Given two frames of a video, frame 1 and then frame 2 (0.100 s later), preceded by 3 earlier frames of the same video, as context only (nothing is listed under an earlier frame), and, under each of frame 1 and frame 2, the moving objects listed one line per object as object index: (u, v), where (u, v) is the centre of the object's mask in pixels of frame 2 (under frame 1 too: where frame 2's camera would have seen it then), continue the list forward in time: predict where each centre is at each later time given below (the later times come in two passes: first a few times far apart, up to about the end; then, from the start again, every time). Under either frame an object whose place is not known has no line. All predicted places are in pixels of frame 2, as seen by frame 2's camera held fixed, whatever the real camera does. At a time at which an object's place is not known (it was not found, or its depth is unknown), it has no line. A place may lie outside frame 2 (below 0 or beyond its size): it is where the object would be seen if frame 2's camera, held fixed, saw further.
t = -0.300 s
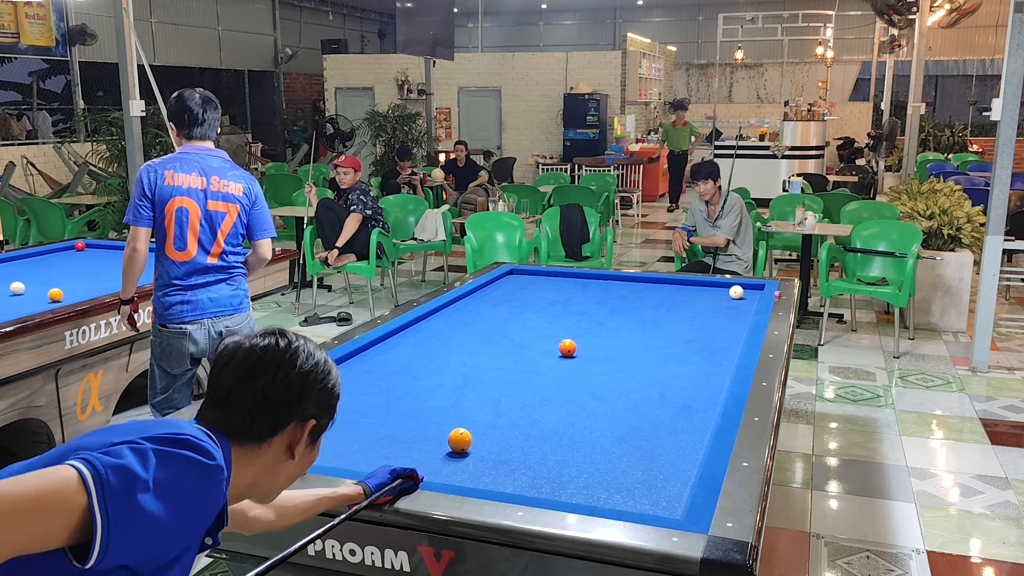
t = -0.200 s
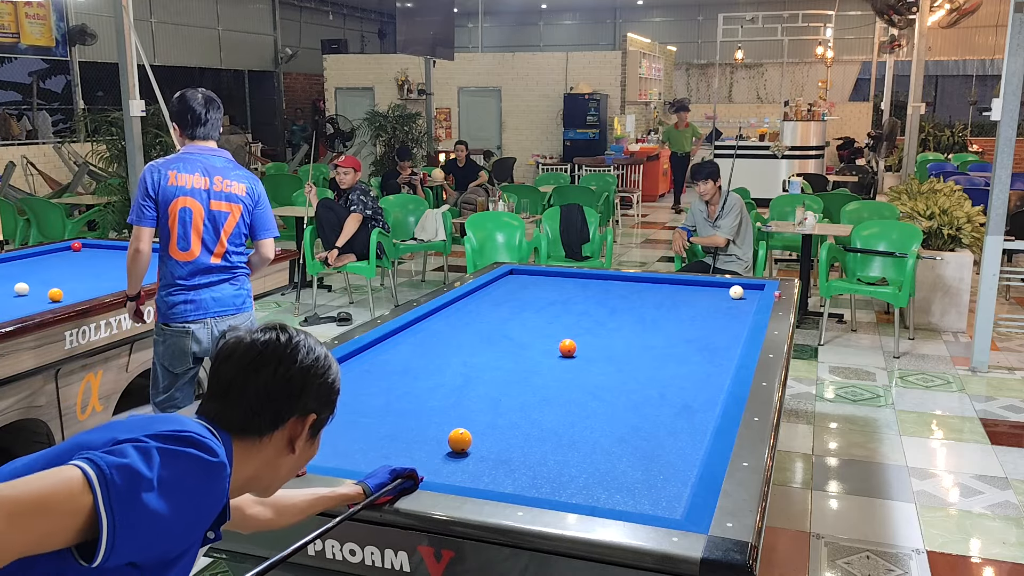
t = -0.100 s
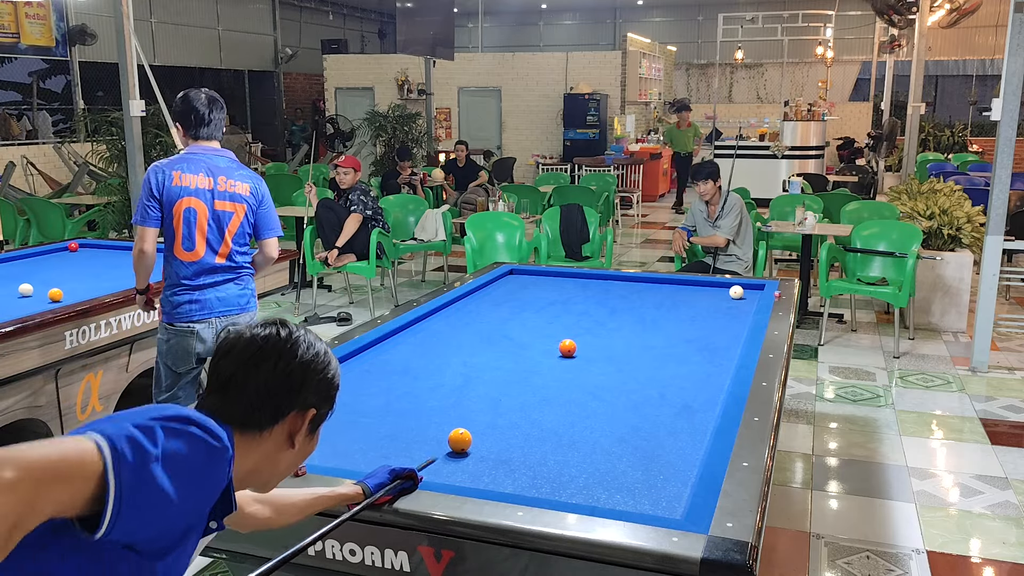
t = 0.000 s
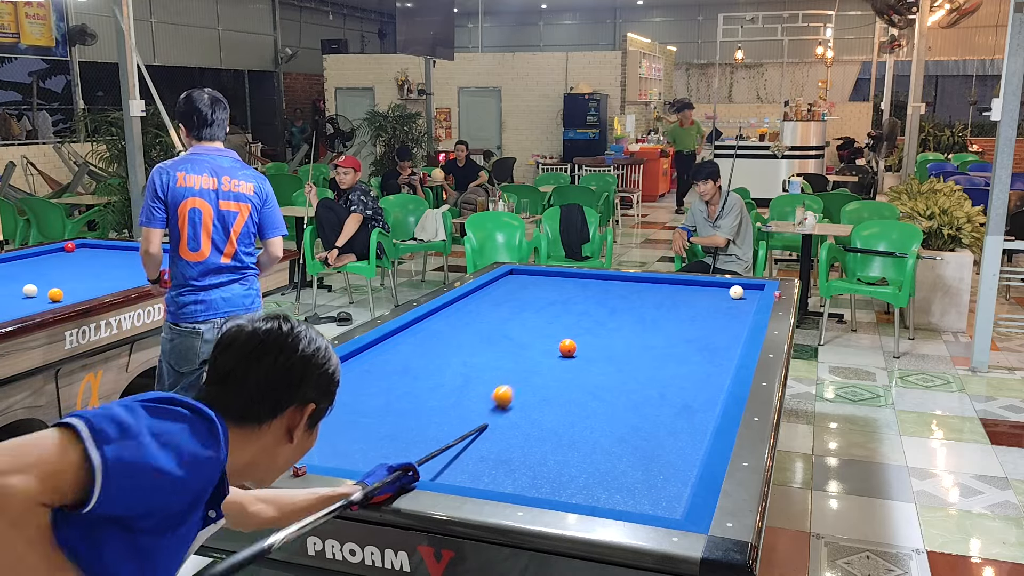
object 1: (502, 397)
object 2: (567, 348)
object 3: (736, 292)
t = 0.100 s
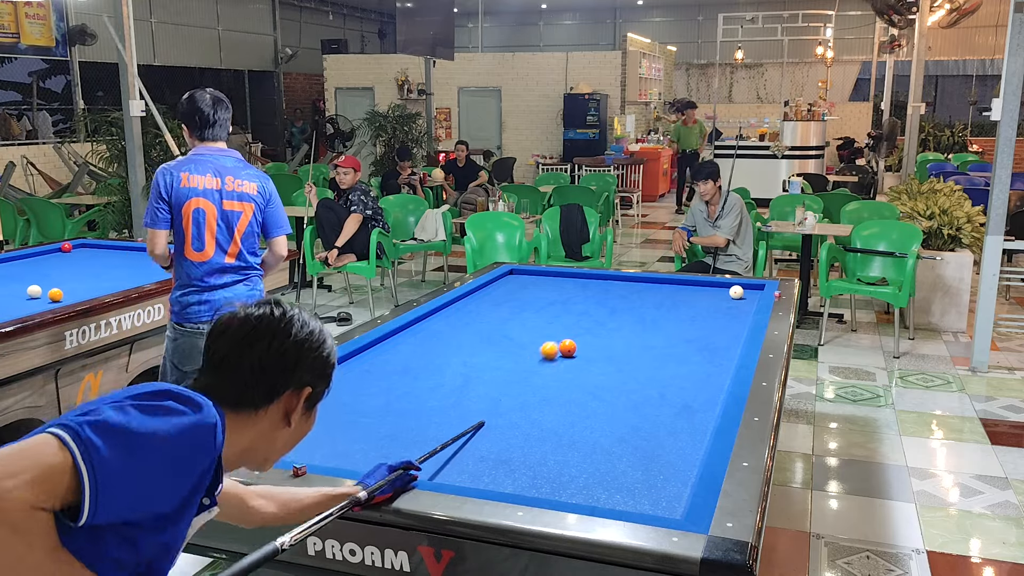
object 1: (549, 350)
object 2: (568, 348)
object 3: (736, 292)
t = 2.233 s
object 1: (337, 456)
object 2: (531, 287)
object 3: (736, 292)
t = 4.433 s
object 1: (641, 323)
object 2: (675, 367)
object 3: (736, 292)
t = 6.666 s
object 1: (753, 286)
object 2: (596, 434)
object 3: (694, 282)
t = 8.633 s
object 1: (742, 288)
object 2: (467, 479)
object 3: (660, 284)
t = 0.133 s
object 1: (541, 341)
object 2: (588, 346)
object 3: (736, 292)
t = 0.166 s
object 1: (531, 332)
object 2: (611, 343)
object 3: (736, 292)
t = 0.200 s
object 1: (522, 323)
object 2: (633, 341)
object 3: (736, 292)
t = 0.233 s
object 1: (514, 316)
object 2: (654, 339)
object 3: (736, 292)
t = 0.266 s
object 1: (507, 309)
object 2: (674, 338)
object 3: (736, 292)
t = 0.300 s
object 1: (501, 302)
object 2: (694, 336)
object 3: (736, 292)
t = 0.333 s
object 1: (495, 296)
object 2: (712, 334)
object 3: (736, 292)
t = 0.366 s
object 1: (491, 291)
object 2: (730, 332)
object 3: (736, 292)
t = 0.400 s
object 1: (487, 286)
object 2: (742, 331)
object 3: (736, 292)
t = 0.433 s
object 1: (499, 282)
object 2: (732, 328)
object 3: (736, 292)
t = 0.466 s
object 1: (514, 279)
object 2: (721, 325)
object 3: (736, 292)
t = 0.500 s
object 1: (529, 276)
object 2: (712, 323)
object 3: (736, 292)
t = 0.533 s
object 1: (542, 273)
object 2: (703, 320)
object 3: (736, 292)
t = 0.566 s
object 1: (552, 274)
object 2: (695, 318)
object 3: (736, 292)
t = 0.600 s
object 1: (558, 278)
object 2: (688, 316)
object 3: (736, 292)
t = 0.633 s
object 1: (565, 281)
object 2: (681, 314)
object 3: (736, 292)
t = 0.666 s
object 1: (572, 285)
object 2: (675, 312)
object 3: (736, 292)
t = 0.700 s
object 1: (580, 288)
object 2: (669, 310)
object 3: (736, 292)
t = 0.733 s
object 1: (587, 292)
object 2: (663, 308)
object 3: (736, 292)
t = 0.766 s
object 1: (596, 295)
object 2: (657, 306)
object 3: (736, 292)
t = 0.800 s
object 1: (604, 299)
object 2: (652, 304)
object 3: (736, 292)
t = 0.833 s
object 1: (612, 302)
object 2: (646, 302)
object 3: (736, 292)
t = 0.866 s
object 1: (621, 306)
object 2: (640, 301)
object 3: (736, 292)
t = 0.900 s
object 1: (631, 309)
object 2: (635, 298)
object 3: (736, 292)
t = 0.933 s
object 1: (640, 313)
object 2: (630, 297)
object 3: (736, 292)
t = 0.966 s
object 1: (650, 317)
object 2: (624, 296)
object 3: (736, 292)
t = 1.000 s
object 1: (660, 321)
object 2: (619, 294)
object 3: (736, 292)
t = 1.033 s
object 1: (670, 324)
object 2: (614, 292)
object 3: (736, 292)
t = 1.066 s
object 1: (681, 328)
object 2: (609, 291)
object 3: (736, 292)
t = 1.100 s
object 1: (692, 332)
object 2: (605, 289)
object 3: (736, 292)
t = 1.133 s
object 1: (704, 336)
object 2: (600, 288)
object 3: (736, 292)
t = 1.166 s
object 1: (716, 341)
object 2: (596, 286)
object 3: (736, 292)
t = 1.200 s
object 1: (729, 345)
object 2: (591, 285)
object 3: (736, 292)
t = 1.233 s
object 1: (733, 349)
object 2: (587, 283)
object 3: (736, 292)
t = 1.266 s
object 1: (720, 352)
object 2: (582, 282)
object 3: (736, 292)
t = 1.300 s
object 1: (708, 354)
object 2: (578, 280)
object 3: (736, 292)
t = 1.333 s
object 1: (696, 358)
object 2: (574, 279)
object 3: (736, 292)
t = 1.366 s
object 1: (685, 361)
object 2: (570, 278)
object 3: (736, 292)
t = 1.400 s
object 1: (674, 364)
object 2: (566, 276)
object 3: (736, 292)
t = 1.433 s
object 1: (664, 367)
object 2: (562, 275)
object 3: (736, 292)
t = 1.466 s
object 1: (653, 370)
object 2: (558, 274)
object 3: (736, 292)
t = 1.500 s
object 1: (642, 373)
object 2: (553, 273)
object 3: (736, 292)
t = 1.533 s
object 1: (631, 377)
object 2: (547, 273)
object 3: (736, 292)
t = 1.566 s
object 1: (620, 380)
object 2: (541, 273)
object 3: (736, 292)
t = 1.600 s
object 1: (609, 384)
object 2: (535, 273)
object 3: (736, 292)
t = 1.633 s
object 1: (597, 387)
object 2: (528, 274)
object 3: (736, 292)
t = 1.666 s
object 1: (584, 391)
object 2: (522, 274)
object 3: (736, 292)
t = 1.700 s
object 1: (572, 395)
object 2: (516, 274)
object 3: (736, 292)
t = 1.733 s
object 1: (559, 399)
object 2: (510, 274)
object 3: (736, 292)
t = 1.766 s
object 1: (546, 403)
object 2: (507, 275)
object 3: (736, 292)
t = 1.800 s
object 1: (532, 408)
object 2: (509, 276)
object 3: (736, 292)
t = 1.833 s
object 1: (519, 412)
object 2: (512, 277)
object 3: (736, 292)
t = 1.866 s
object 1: (505, 417)
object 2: (514, 278)
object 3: (736, 292)
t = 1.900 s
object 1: (490, 421)
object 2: (515, 278)
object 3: (736, 292)
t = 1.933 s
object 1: (475, 425)
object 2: (517, 279)
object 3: (736, 292)
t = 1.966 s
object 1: (460, 431)
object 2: (518, 280)
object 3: (736, 292)
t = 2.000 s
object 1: (444, 435)
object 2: (520, 281)
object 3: (736, 292)
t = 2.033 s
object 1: (427, 440)
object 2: (521, 282)
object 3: (736, 292)
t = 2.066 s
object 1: (410, 446)
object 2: (523, 283)
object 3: (736, 292)
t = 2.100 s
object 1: (393, 451)
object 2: (524, 284)
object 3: (736, 292)
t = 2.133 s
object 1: (375, 457)
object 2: (526, 285)
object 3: (736, 292)
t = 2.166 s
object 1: (356, 460)
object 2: (528, 285)
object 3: (736, 292)
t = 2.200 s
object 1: (342, 461)
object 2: (529, 286)
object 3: (736, 292)
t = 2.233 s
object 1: (337, 456)
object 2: (531, 287)
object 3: (736, 292)
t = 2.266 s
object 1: (333, 451)
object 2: (533, 288)
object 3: (736, 292)
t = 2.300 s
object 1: (330, 446)
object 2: (534, 289)
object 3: (736, 292)
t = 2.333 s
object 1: (325, 440)
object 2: (536, 290)
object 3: (736, 292)
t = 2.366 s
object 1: (321, 435)
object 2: (538, 291)
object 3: (736, 292)
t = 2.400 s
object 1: (316, 430)
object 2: (539, 292)
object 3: (736, 292)
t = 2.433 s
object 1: (311, 426)
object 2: (541, 293)
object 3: (736, 292)
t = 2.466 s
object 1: (306, 422)
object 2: (543, 294)
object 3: (736, 292)
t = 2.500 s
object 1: (301, 418)
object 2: (544, 295)
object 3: (736, 292)
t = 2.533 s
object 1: (296, 414)
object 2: (546, 296)
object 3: (736, 292)
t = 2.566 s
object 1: (291, 409)
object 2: (548, 297)
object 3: (736, 292)
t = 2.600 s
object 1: (286, 405)
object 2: (550, 298)
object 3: (736, 292)
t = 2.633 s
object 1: (282, 402)
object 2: (551, 299)
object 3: (736, 292)
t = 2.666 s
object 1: (278, 398)
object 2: (553, 300)
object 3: (736, 292)
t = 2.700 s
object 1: (282, 396)
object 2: (555, 301)
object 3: (736, 292)
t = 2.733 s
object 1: (293, 394)
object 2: (557, 302)
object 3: (736, 292)
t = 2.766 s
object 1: (304, 392)
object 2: (559, 303)
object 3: (736, 292)
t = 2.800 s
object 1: (314, 390)
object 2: (561, 304)
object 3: (736, 292)
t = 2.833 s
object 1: (323, 388)
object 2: (563, 305)
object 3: (736, 292)
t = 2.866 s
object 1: (333, 387)
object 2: (565, 306)
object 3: (736, 292)
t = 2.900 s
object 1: (341, 385)
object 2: (566, 307)
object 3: (736, 292)
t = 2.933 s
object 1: (350, 383)
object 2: (568, 308)
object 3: (736, 292)
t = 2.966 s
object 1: (359, 381)
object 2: (570, 309)
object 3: (736, 292)
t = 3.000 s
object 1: (367, 379)
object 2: (572, 310)
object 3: (736, 292)
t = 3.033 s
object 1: (376, 377)
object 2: (574, 311)
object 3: (736, 292)
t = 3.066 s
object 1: (384, 376)
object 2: (576, 312)
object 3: (736, 292)
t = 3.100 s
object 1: (392, 374)
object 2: (578, 314)
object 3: (736, 292)
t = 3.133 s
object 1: (400, 373)
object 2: (580, 315)
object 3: (736, 292)
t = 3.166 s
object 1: (408, 371)
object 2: (582, 316)
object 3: (736, 292)
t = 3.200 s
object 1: (416, 369)
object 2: (584, 317)
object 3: (736, 292)
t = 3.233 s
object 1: (424, 368)
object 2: (586, 318)
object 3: (736, 292)
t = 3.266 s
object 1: (431, 366)
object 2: (589, 319)
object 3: (736, 292)
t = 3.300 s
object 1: (439, 365)
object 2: (591, 321)
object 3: (736, 292)
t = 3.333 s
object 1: (446, 363)
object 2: (593, 322)
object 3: (736, 292)
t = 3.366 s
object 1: (453, 361)
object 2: (595, 323)
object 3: (736, 292)
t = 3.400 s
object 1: (460, 360)
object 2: (597, 324)
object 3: (736, 292)
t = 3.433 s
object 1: (467, 358)
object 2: (599, 325)
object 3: (736, 292)
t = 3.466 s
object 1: (474, 357)
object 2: (602, 326)
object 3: (736, 292)
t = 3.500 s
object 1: (481, 356)
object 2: (604, 327)
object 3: (736, 292)
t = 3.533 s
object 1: (488, 354)
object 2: (606, 329)
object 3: (736, 292)
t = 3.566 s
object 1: (494, 353)
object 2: (608, 330)
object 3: (736, 292)
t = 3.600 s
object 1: (501, 352)
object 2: (611, 331)
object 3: (736, 292)
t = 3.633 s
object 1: (507, 350)
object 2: (613, 333)
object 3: (736, 292)
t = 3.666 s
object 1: (513, 349)
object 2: (615, 334)
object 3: (736, 292)
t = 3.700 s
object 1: (520, 347)
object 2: (618, 335)
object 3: (736, 292)
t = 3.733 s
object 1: (526, 346)
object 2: (620, 336)
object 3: (736, 292)
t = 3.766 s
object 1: (532, 345)
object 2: (622, 338)
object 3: (736, 292)
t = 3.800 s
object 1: (539, 344)
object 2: (625, 339)
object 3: (736, 292)
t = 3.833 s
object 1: (545, 342)
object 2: (627, 340)
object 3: (736, 292)
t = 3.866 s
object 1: (550, 341)
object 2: (630, 342)
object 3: (736, 292)
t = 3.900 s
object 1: (556, 340)
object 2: (632, 343)
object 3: (736, 292)
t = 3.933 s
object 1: (562, 339)
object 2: (635, 344)
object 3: (736, 292)
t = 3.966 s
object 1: (568, 338)
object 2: (637, 346)
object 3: (736, 292)
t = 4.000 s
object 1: (574, 336)
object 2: (640, 347)
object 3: (736, 292)
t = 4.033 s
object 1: (579, 335)
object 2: (642, 349)
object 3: (736, 292)
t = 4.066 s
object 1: (585, 334)
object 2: (645, 350)
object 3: (736, 292)
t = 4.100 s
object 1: (590, 333)
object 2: (647, 352)
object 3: (736, 292)
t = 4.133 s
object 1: (595, 332)
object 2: (650, 353)
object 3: (736, 292)
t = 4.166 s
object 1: (601, 331)
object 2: (653, 355)
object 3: (736, 292)
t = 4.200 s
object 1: (606, 330)
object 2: (655, 356)
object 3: (736, 292)
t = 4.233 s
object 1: (611, 329)
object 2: (658, 357)
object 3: (736, 292)
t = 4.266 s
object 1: (616, 328)
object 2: (661, 359)
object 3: (736, 292)
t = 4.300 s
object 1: (621, 327)
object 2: (664, 360)
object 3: (736, 292)
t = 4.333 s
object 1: (626, 326)
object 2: (667, 362)
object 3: (736, 292)
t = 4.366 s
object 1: (631, 324)
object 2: (670, 363)
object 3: (736, 292)
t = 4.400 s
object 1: (636, 323)
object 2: (672, 365)
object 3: (736, 292)
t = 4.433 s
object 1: (641, 323)
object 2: (675, 367)
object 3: (736, 292)
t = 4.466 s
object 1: (646, 322)
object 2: (678, 368)
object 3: (736, 292)
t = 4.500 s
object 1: (651, 321)
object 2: (681, 370)
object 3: (736, 292)
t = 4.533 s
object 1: (655, 320)
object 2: (684, 371)
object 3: (736, 292)
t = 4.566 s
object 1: (660, 319)
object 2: (687, 373)
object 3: (736, 292)
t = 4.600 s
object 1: (665, 318)
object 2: (690, 375)
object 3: (736, 292)
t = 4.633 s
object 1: (669, 317)
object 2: (693, 376)
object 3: (736, 292)
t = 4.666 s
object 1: (674, 316)
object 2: (696, 378)
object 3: (736, 292)
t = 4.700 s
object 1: (678, 315)
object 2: (699, 380)
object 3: (736, 292)
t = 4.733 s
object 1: (683, 314)
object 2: (703, 381)
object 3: (736, 292)
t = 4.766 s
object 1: (687, 313)
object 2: (706, 383)
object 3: (736, 292)
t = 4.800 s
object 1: (692, 312)
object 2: (709, 385)
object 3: (736, 292)
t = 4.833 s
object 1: (696, 311)
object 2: (712, 387)
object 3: (736, 292)
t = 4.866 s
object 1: (700, 310)
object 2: (716, 388)
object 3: (736, 292)
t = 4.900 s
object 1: (704, 310)
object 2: (719, 390)
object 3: (736, 292)
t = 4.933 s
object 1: (708, 309)
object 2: (718, 391)
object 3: (736, 292)
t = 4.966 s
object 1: (713, 308)
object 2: (715, 392)
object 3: (736, 292)
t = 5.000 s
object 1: (717, 307)
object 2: (713, 393)
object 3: (736, 292)
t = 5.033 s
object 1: (721, 306)
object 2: (711, 394)
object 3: (736, 292)
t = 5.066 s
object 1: (725, 305)
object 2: (708, 394)
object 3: (736, 292)
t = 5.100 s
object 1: (729, 304)
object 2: (706, 395)
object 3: (736, 292)
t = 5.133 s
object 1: (733, 304)
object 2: (704, 396)
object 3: (736, 291)
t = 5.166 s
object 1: (737, 303)
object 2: (701, 397)
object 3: (736, 291)
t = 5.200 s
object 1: (741, 302)
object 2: (699, 398)
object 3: (736, 291)
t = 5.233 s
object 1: (744, 301)
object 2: (697, 399)
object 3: (736, 292)
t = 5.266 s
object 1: (748, 301)
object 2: (694, 400)
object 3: (736, 292)
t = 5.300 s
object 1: (752, 300)
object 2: (692, 400)
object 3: (736, 292)
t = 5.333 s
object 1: (754, 299)
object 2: (690, 401)
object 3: (736, 292)
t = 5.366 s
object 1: (752, 298)
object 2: (687, 402)
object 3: (736, 292)
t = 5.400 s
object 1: (750, 297)
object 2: (685, 403)
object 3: (736, 292)
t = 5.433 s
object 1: (749, 297)
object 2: (682, 404)
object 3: (736, 292)
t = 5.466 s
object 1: (748, 296)
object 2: (680, 404)
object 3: (736, 292)
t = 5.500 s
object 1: (747, 295)
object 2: (678, 406)
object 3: (735, 292)
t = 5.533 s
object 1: (747, 294)
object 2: (675, 406)
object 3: (734, 292)
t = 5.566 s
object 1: (748, 294)
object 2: (673, 407)
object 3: (733, 291)
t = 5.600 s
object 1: (749, 294)
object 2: (671, 408)
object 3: (731, 291)
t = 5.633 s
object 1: (749, 294)
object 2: (668, 408)
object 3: (730, 290)
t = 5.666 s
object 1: (750, 293)
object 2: (666, 409)
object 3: (728, 290)
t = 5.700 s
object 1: (751, 293)
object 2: (664, 410)
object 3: (727, 290)
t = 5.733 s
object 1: (751, 293)
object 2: (661, 411)
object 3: (726, 289)
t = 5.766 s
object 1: (752, 293)
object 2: (659, 412)
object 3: (724, 289)
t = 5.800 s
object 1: (753, 292)
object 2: (657, 413)
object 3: (723, 289)
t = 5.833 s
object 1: (753, 292)
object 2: (654, 413)
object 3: (722, 288)
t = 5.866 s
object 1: (754, 292)
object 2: (652, 414)
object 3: (721, 288)
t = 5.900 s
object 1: (754, 292)
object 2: (649, 415)
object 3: (719, 288)
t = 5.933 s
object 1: (755, 291)
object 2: (647, 416)
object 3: (718, 287)
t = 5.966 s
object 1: (756, 291)
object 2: (645, 417)
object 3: (717, 287)
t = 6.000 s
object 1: (756, 291)
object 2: (643, 418)
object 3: (716, 287)
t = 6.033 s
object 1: (757, 290)
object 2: (640, 418)
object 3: (714, 286)
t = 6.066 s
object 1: (757, 290)
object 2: (638, 419)
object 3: (713, 286)
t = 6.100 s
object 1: (757, 290)
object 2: (635, 420)
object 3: (712, 286)
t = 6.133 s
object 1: (757, 290)
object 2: (633, 421)
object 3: (711, 286)
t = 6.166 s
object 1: (757, 289)
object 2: (631, 422)
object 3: (709, 285)
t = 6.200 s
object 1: (757, 289)
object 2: (628, 423)
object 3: (708, 285)
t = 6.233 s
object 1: (756, 289)
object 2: (626, 423)
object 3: (707, 285)
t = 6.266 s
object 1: (756, 289)
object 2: (624, 424)
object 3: (706, 284)
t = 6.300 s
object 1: (756, 288)
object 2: (621, 425)
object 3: (705, 284)
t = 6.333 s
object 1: (756, 288)
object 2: (619, 426)
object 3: (704, 284)
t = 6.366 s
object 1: (755, 288)
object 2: (616, 427)
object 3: (703, 283)
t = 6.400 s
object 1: (755, 288)
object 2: (614, 428)
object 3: (702, 283)
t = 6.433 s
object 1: (755, 288)
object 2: (612, 428)
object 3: (701, 283)
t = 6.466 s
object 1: (755, 287)
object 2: (610, 429)
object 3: (700, 282)
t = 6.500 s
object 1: (754, 287)
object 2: (607, 430)
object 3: (698, 282)
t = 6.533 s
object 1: (754, 287)
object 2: (605, 431)
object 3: (697, 282)
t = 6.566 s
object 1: (754, 287)
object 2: (603, 432)
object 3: (696, 282)
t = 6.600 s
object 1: (753, 286)
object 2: (600, 433)
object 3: (696, 282)
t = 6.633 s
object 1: (753, 286)
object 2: (598, 434)
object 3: (695, 282)
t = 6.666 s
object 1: (753, 286)
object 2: (596, 434)
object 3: (694, 282)
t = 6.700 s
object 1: (752, 286)
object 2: (593, 435)
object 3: (693, 282)
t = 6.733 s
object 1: (752, 285)
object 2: (591, 436)
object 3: (692, 282)
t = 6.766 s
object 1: (752, 285)
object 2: (589, 437)
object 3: (691, 282)
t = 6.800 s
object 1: (752, 285)
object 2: (586, 438)
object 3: (690, 282)
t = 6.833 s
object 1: (751, 285)
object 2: (584, 439)
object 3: (690, 282)
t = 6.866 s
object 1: (751, 285)
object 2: (582, 440)
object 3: (689, 282)
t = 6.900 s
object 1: (751, 285)
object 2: (579, 441)
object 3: (688, 282)
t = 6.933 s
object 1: (750, 286)
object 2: (577, 441)
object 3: (687, 282)
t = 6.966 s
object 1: (750, 286)
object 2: (575, 442)
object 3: (686, 283)
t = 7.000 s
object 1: (750, 286)
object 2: (572, 443)
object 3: (686, 283)
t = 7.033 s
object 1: (750, 286)
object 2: (570, 444)
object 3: (685, 283)
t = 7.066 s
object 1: (750, 286)
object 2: (568, 445)
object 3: (684, 283)
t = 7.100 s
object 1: (749, 286)
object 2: (566, 446)
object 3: (683, 283)
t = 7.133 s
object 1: (749, 286)
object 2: (563, 447)
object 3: (682, 283)
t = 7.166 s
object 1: (749, 286)
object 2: (561, 448)
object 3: (682, 283)
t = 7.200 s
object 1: (748, 286)
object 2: (559, 448)
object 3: (681, 283)
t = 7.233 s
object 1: (748, 286)
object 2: (557, 449)
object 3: (680, 283)
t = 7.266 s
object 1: (748, 287)
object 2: (554, 450)
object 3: (680, 283)
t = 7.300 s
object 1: (748, 287)
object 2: (552, 451)
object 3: (679, 283)
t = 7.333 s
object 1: (748, 287)
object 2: (550, 452)
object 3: (678, 283)
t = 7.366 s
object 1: (748, 287)
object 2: (548, 453)
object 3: (677, 283)
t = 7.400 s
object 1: (747, 287)
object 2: (545, 454)
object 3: (677, 283)
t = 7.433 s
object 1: (747, 287)
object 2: (543, 454)
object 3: (676, 283)
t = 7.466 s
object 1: (747, 287)
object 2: (541, 455)
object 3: (676, 283)
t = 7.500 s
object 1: (747, 287)
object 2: (539, 456)
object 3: (675, 283)
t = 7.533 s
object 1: (747, 287)
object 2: (536, 457)
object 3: (674, 283)
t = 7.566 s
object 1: (746, 287)
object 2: (534, 458)
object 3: (674, 284)
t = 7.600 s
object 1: (746, 287)
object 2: (532, 459)
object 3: (673, 284)
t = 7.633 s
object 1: (746, 287)
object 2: (530, 460)
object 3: (673, 284)
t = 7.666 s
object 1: (746, 287)
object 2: (528, 460)
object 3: (672, 284)
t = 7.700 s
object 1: (746, 287)
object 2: (525, 461)
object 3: (671, 284)
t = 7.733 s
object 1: (745, 287)
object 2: (523, 462)
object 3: (671, 284)
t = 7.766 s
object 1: (745, 287)
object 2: (521, 463)
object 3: (670, 284)
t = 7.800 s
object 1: (745, 288)
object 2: (519, 463)
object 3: (670, 284)
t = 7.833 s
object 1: (745, 288)
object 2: (517, 465)
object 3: (669, 284)
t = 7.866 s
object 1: (745, 288)
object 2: (514, 466)
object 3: (669, 284)
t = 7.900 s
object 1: (745, 288)
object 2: (512, 467)
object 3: (668, 284)
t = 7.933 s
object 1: (744, 288)
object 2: (510, 467)
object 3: (668, 284)
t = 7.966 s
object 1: (744, 288)
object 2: (508, 468)
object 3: (667, 284)
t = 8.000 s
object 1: (744, 288)
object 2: (506, 469)
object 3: (667, 284)
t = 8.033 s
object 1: (744, 288)
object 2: (503, 470)
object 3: (666, 284)
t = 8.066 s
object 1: (744, 288)
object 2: (501, 471)
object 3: (666, 284)
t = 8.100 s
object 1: (744, 288)
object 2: (499, 471)
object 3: (666, 284)
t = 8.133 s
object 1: (744, 288)
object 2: (497, 472)
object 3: (665, 284)
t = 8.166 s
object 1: (743, 288)
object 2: (495, 473)
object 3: (665, 284)
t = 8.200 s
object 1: (743, 288)
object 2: (493, 474)
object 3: (664, 284)
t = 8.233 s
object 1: (743, 288)
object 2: (491, 475)
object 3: (664, 284)
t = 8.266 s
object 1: (743, 288)
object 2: (489, 475)
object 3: (663, 284)
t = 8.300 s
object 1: (743, 288)
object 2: (487, 476)
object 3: (663, 284)
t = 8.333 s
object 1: (743, 288)
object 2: (485, 477)
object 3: (663, 284)
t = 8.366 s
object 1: (742, 288)
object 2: (482, 477)
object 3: (662, 284)
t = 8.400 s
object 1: (742, 288)
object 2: (480, 477)
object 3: (662, 284)
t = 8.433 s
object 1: (742, 288)
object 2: (478, 478)
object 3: (661, 284)
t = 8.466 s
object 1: (742, 288)
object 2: (476, 478)
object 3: (661, 284)
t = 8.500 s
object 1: (742, 288)
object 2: (475, 478)
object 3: (661, 284)
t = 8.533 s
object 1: (742, 288)
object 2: (473, 478)
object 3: (660, 284)
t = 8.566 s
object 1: (742, 288)
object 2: (471, 479)
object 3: (660, 284)
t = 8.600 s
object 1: (742, 288)
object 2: (468, 479)
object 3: (660, 284)
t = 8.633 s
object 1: (742, 288)
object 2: (467, 479)
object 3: (660, 284)
